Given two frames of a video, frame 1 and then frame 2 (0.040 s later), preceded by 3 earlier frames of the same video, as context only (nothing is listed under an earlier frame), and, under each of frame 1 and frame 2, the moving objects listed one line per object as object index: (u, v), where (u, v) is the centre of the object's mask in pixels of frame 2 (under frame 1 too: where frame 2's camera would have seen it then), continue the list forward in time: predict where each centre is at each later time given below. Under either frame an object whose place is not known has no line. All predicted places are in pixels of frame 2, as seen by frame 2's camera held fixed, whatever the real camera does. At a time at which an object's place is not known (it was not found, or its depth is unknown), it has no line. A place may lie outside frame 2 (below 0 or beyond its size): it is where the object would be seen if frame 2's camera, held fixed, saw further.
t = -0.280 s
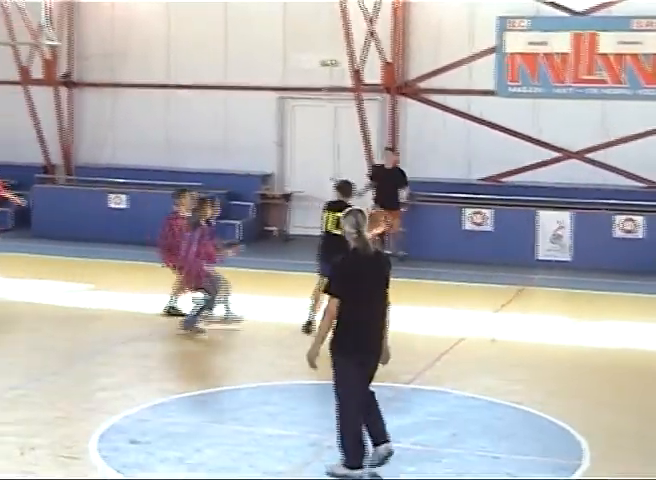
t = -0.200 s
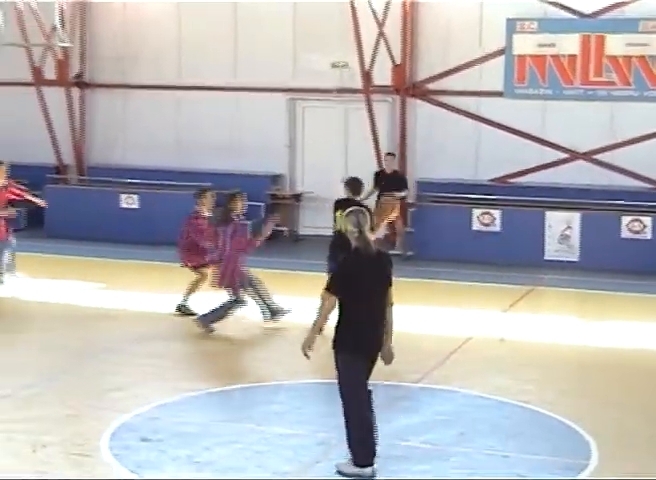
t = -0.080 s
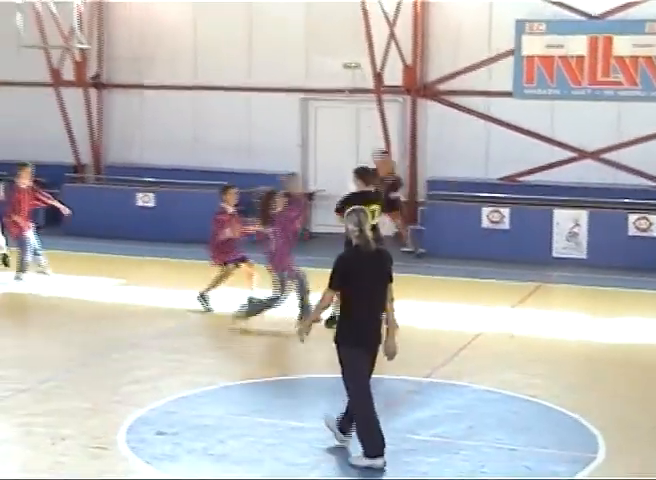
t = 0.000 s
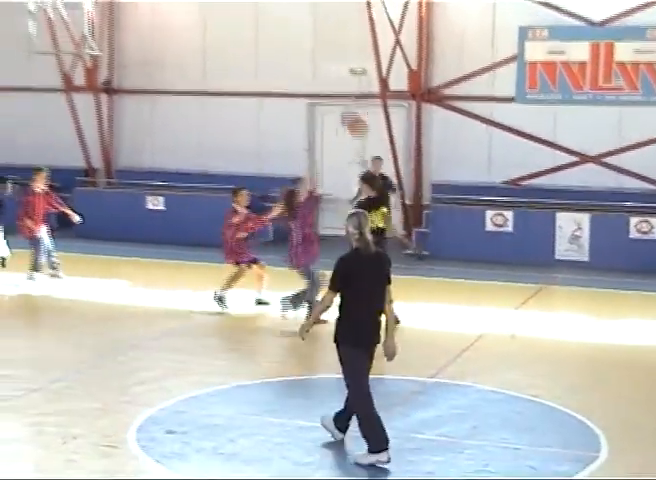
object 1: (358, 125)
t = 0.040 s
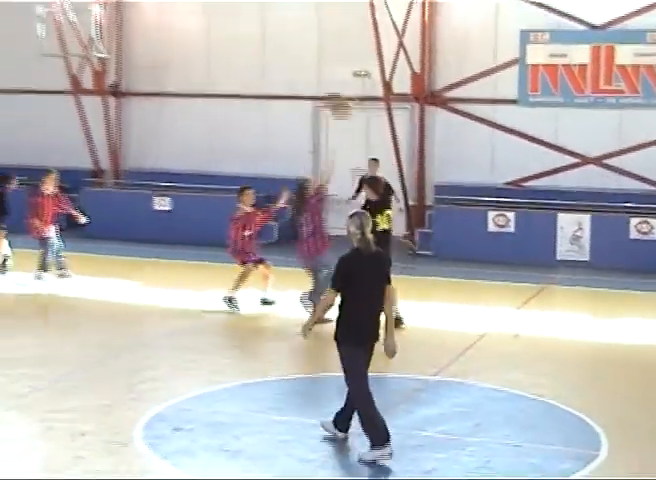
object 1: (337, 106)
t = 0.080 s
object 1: (316, 86)
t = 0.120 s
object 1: (296, 71)
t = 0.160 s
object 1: (276, 56)
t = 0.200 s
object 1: (257, 44)
